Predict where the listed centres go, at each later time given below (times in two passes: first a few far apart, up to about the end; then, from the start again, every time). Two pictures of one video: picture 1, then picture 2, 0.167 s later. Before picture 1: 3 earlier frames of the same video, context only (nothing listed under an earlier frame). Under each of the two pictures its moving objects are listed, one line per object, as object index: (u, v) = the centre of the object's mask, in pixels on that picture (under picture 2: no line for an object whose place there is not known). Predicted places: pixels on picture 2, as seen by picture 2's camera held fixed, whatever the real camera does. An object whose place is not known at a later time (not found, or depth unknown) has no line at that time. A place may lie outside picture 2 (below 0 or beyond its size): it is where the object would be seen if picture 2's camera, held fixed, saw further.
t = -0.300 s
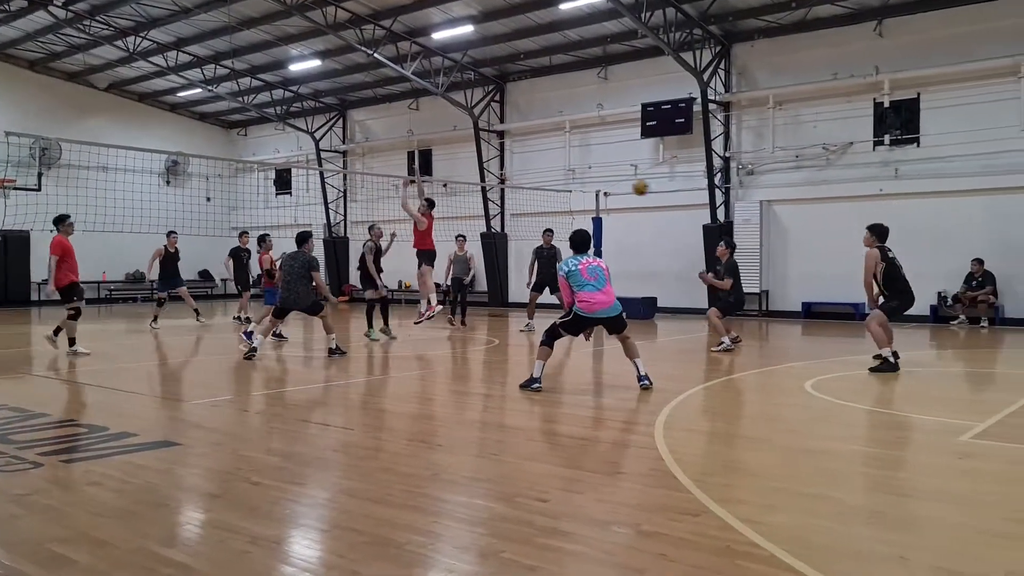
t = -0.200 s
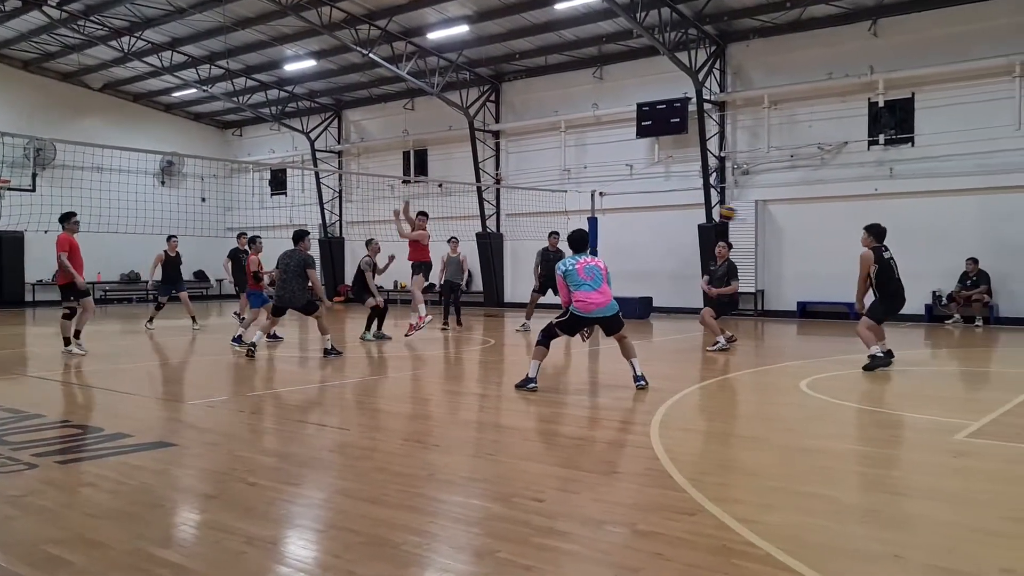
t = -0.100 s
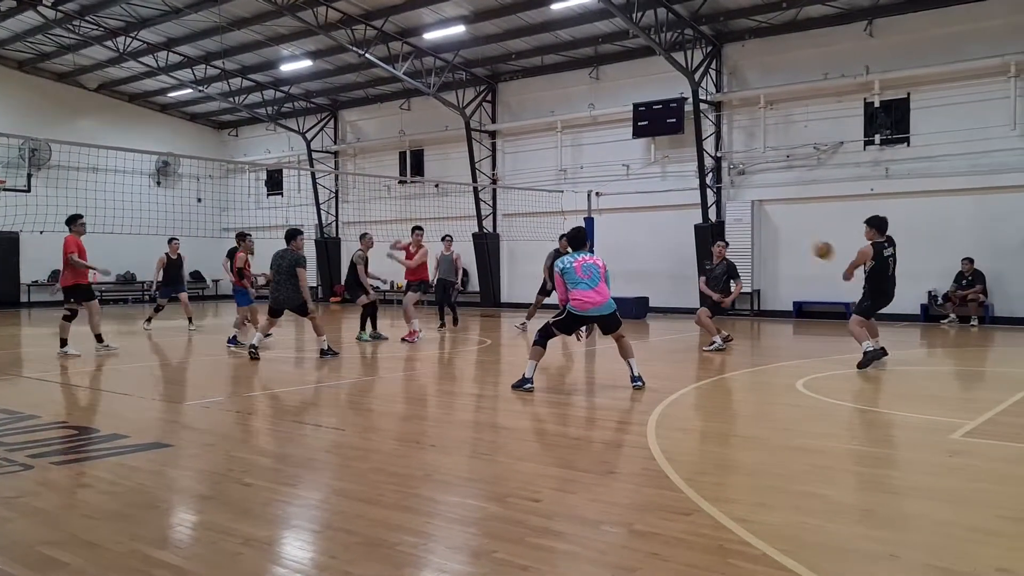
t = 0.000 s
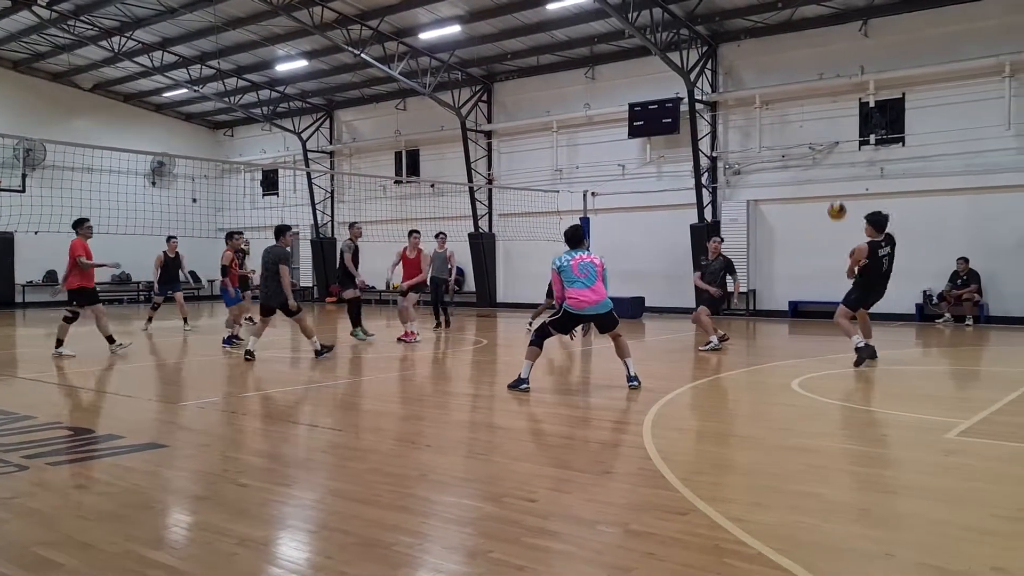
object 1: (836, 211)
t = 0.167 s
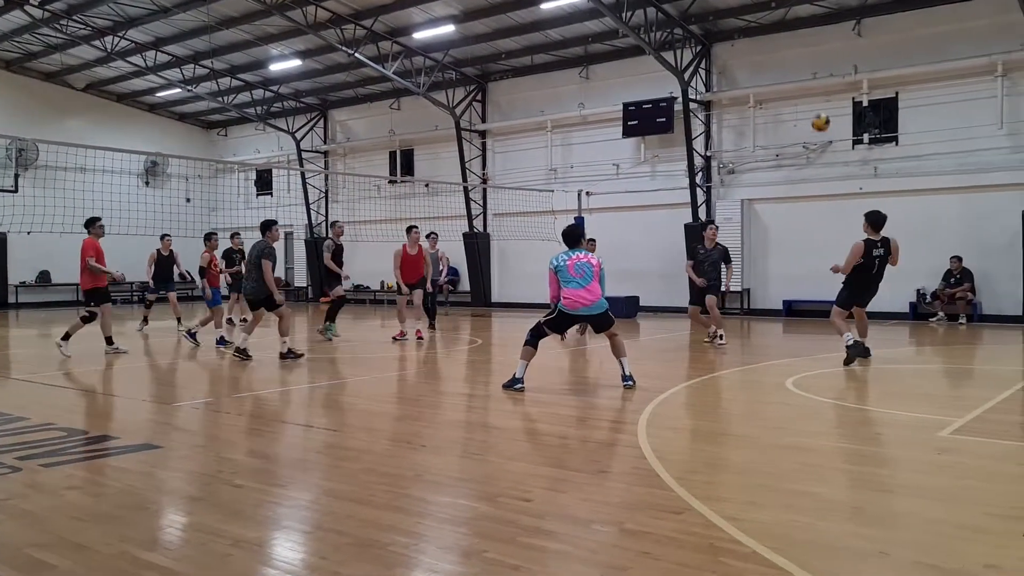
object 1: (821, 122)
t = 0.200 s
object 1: (819, 108)
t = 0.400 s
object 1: (808, 44)
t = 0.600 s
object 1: (798, 13)
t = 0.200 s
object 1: (819, 108)
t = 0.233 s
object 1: (816, 95)
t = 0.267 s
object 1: (814, 82)
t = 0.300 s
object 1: (814, 71)
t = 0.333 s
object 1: (811, 61)
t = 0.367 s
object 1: (810, 52)
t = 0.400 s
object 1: (808, 44)
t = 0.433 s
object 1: (806, 36)
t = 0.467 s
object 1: (805, 29)
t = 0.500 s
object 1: (803, 25)
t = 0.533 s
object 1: (801, 19)
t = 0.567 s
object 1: (799, 16)
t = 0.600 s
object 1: (798, 13)
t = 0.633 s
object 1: (796, 12)
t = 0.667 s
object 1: (795, 11)
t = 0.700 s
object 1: (793, 11)
